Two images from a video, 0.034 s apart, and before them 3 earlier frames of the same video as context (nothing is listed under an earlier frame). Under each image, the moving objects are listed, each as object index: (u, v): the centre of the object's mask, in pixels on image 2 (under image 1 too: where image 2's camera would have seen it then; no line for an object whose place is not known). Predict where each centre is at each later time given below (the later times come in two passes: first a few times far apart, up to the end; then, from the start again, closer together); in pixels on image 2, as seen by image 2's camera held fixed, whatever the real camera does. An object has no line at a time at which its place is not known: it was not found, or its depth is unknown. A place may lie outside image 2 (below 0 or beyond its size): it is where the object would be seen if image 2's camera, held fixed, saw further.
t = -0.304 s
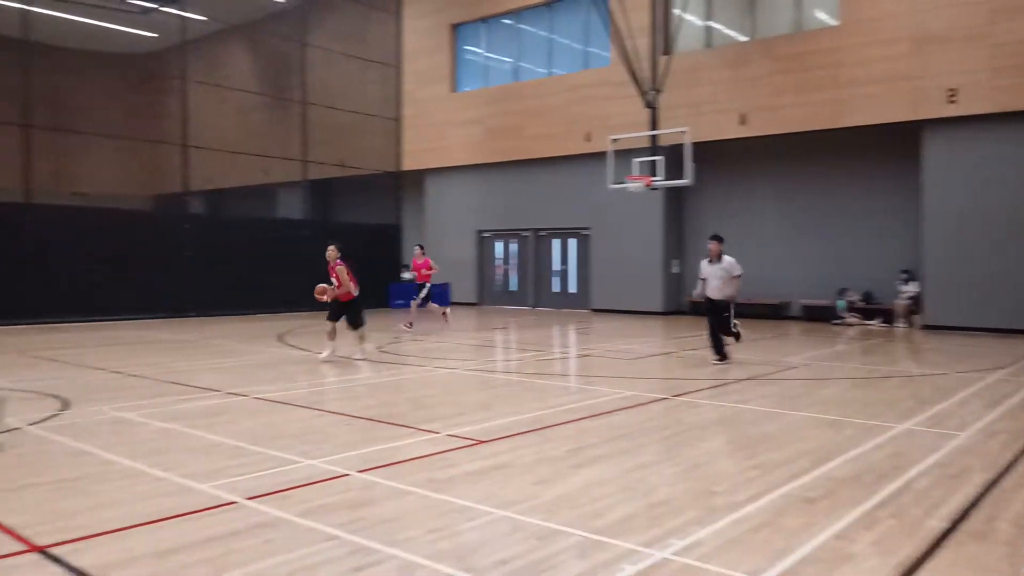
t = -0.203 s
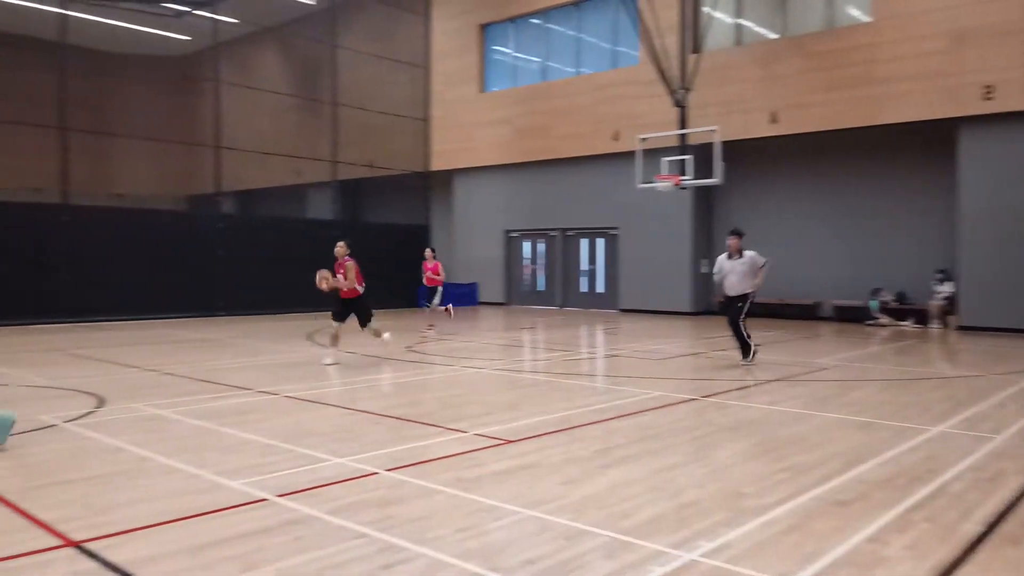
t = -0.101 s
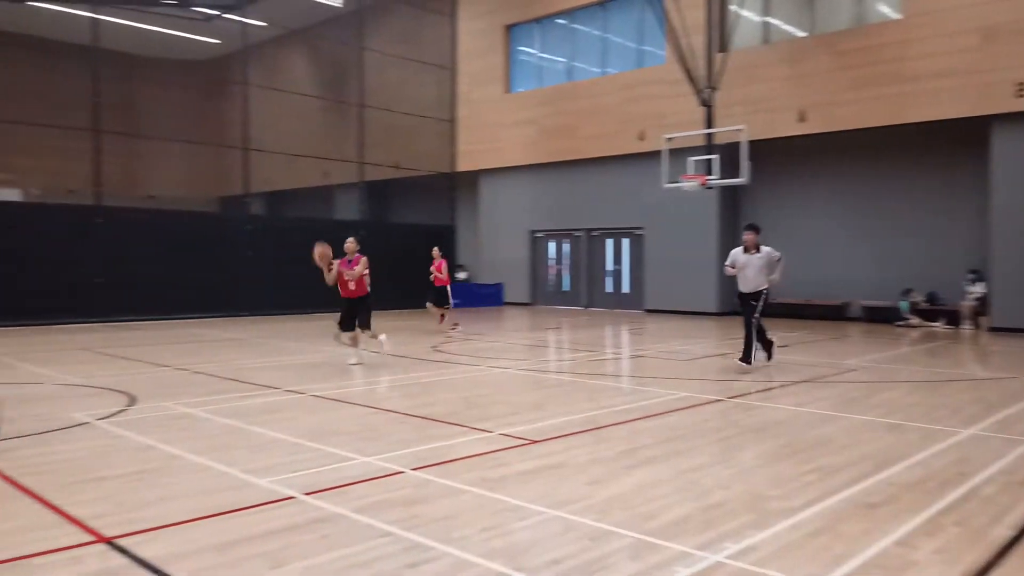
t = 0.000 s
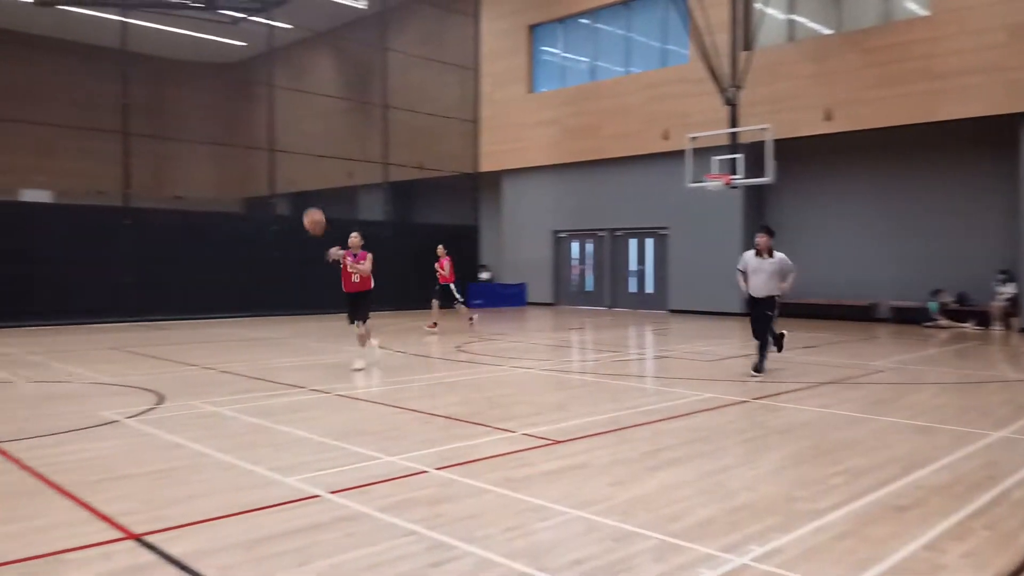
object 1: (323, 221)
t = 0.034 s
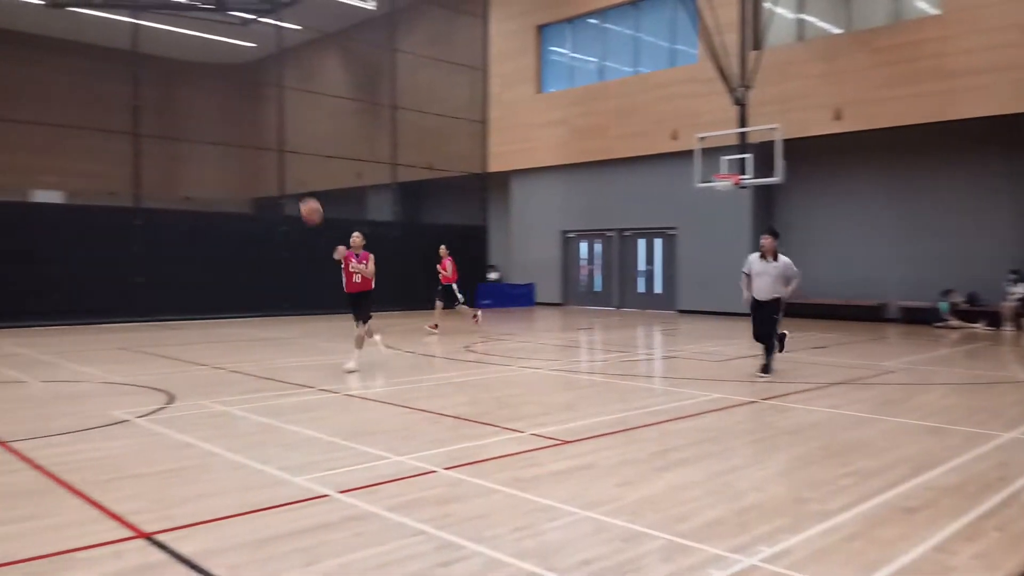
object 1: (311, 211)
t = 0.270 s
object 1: (185, 141)
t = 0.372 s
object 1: (93, 114)
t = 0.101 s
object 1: (283, 190)
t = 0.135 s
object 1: (266, 180)
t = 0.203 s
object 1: (231, 160)
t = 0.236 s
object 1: (209, 150)
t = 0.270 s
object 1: (185, 141)
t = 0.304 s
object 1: (158, 132)
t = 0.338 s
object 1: (128, 124)
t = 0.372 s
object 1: (93, 114)
